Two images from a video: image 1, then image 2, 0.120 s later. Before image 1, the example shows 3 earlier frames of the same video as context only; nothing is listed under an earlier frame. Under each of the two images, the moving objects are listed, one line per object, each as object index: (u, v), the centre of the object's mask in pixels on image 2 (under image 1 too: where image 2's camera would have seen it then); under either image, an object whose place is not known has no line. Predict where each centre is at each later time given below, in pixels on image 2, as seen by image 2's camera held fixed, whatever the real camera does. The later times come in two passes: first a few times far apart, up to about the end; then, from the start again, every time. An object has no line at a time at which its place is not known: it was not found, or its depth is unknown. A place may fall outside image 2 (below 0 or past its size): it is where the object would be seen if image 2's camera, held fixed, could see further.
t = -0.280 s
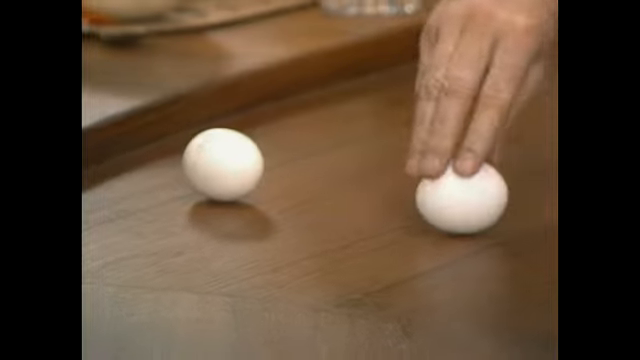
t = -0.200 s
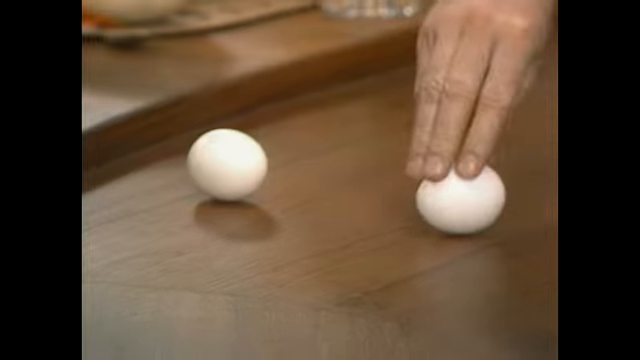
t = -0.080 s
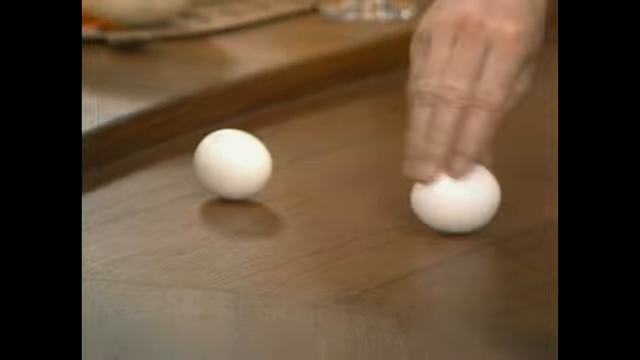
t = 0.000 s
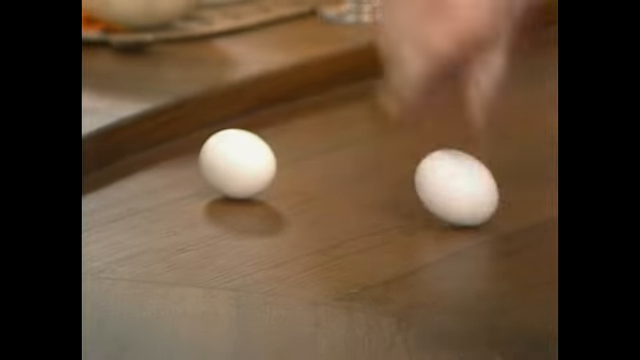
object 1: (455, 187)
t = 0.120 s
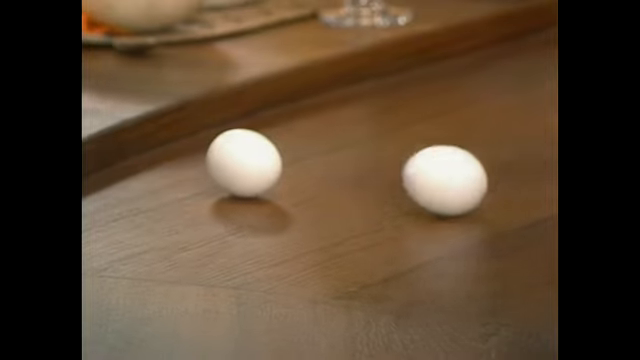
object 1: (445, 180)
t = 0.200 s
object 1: (432, 175)
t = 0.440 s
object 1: (394, 177)
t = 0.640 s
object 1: (402, 182)
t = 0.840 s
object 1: (428, 178)
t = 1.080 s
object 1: (406, 177)
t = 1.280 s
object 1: (407, 179)
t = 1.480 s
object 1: (416, 177)
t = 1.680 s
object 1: (408, 180)
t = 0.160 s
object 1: (439, 178)
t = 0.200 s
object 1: (432, 175)
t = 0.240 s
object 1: (425, 172)
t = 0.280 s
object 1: (420, 172)
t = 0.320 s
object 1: (413, 174)
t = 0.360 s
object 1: (405, 175)
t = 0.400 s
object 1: (398, 175)
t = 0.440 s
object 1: (394, 177)
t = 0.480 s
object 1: (391, 178)
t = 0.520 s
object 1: (389, 179)
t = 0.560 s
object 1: (390, 179)
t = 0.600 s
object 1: (395, 181)
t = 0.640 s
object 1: (402, 182)
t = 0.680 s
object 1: (409, 181)
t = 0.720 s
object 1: (414, 181)
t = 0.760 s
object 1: (419, 180)
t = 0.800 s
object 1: (424, 179)
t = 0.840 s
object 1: (428, 178)
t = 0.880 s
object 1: (429, 178)
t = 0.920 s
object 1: (427, 178)
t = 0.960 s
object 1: (421, 178)
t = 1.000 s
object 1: (415, 178)
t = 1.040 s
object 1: (410, 177)
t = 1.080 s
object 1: (406, 177)
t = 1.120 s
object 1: (402, 178)
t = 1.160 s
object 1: (399, 178)
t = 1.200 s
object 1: (400, 178)
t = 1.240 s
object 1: (403, 179)
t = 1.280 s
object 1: (407, 179)
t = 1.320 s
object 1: (410, 179)
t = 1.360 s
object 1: (411, 179)
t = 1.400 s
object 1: (412, 179)
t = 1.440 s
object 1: (415, 178)
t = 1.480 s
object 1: (416, 177)
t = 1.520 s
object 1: (416, 177)
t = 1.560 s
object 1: (414, 178)
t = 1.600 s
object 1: (411, 179)
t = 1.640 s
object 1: (409, 179)
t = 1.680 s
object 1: (408, 180)
